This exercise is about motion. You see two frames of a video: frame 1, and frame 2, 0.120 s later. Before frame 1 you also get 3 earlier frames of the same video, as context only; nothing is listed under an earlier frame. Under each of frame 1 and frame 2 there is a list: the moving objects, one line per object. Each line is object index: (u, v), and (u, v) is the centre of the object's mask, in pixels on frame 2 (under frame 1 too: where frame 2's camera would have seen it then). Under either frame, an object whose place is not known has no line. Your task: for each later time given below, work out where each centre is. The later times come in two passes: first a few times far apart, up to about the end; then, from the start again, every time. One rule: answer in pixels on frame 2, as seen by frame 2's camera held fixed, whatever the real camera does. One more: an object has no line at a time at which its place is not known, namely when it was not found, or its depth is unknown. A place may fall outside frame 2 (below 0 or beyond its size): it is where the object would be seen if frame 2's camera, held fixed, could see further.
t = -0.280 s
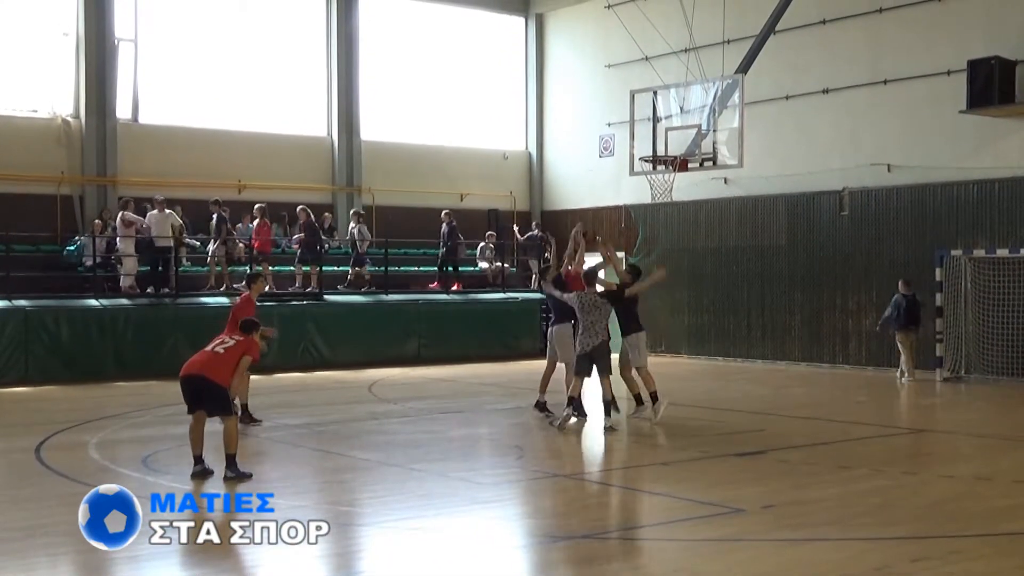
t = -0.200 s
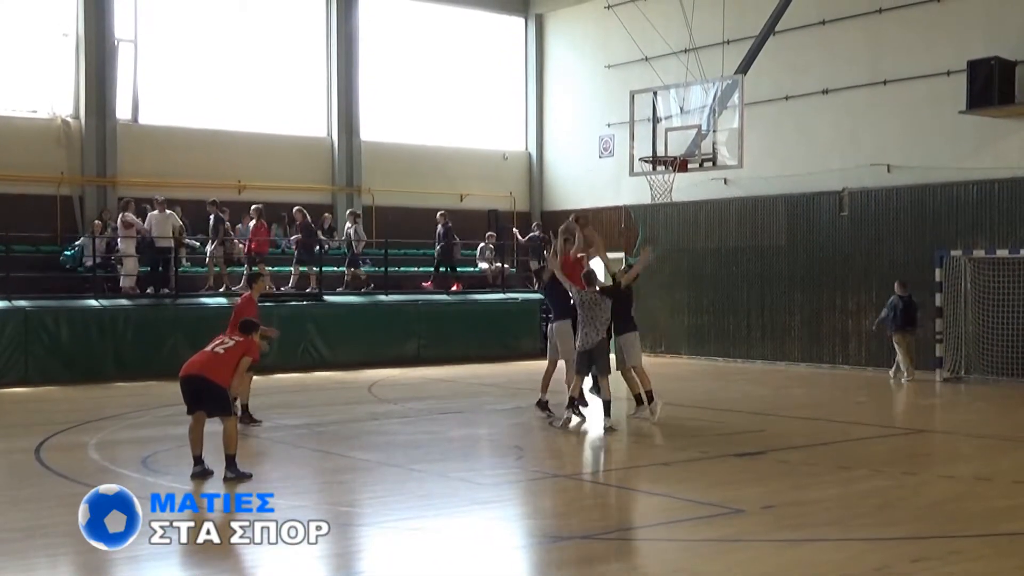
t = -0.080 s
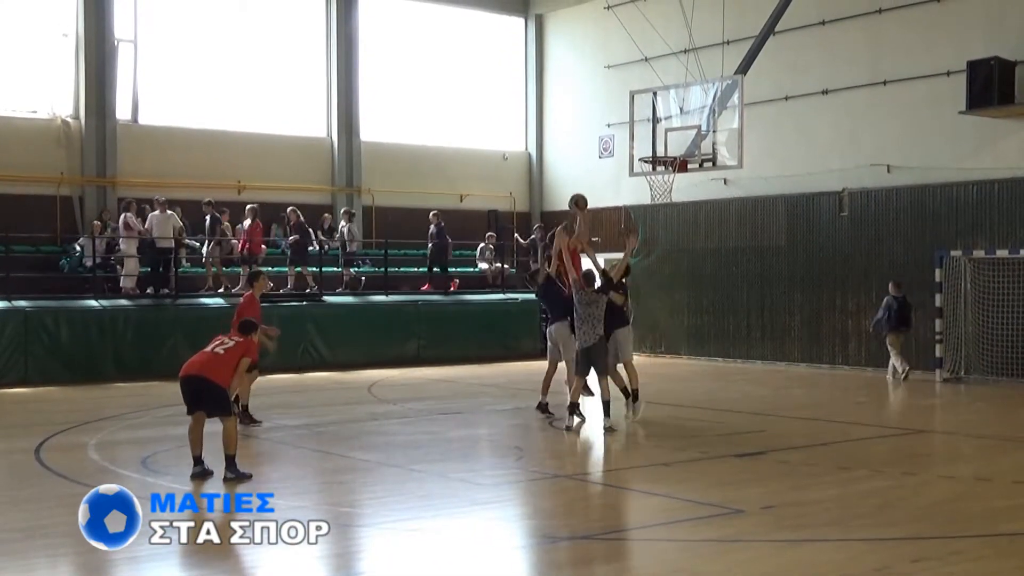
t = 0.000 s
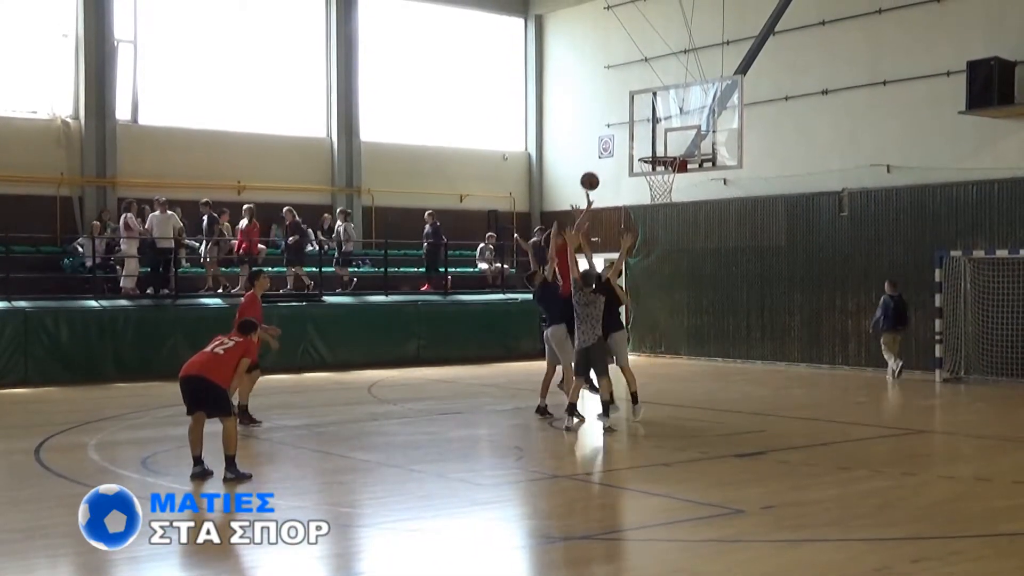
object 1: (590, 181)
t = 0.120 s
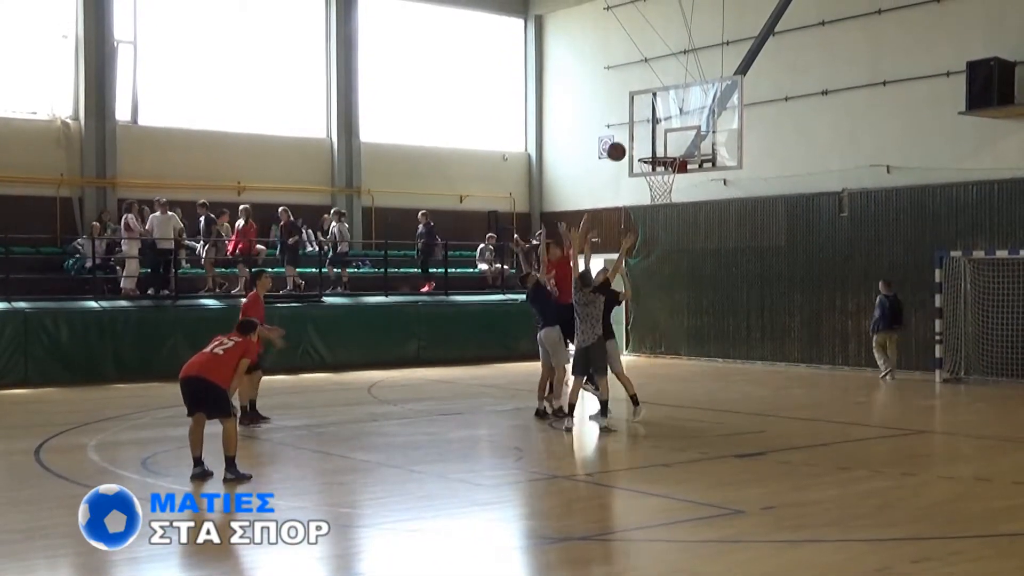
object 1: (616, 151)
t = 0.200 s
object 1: (634, 138)
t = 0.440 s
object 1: (637, 144)
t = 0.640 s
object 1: (619, 145)
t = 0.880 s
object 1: (593, 175)
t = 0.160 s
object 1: (625, 144)
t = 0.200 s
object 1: (634, 138)
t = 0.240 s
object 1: (642, 133)
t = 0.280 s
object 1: (641, 133)
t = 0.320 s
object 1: (640, 134)
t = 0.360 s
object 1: (639, 136)
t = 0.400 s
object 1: (638, 139)
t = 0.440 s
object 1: (637, 144)
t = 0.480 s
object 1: (636, 150)
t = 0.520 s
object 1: (632, 148)
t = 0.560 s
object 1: (628, 146)
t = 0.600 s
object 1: (623, 145)
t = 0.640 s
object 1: (619, 145)
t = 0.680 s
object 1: (614, 147)
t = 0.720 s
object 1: (609, 149)
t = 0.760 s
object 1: (606, 153)
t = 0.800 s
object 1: (601, 159)
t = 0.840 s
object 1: (597, 167)
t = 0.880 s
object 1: (593, 175)
